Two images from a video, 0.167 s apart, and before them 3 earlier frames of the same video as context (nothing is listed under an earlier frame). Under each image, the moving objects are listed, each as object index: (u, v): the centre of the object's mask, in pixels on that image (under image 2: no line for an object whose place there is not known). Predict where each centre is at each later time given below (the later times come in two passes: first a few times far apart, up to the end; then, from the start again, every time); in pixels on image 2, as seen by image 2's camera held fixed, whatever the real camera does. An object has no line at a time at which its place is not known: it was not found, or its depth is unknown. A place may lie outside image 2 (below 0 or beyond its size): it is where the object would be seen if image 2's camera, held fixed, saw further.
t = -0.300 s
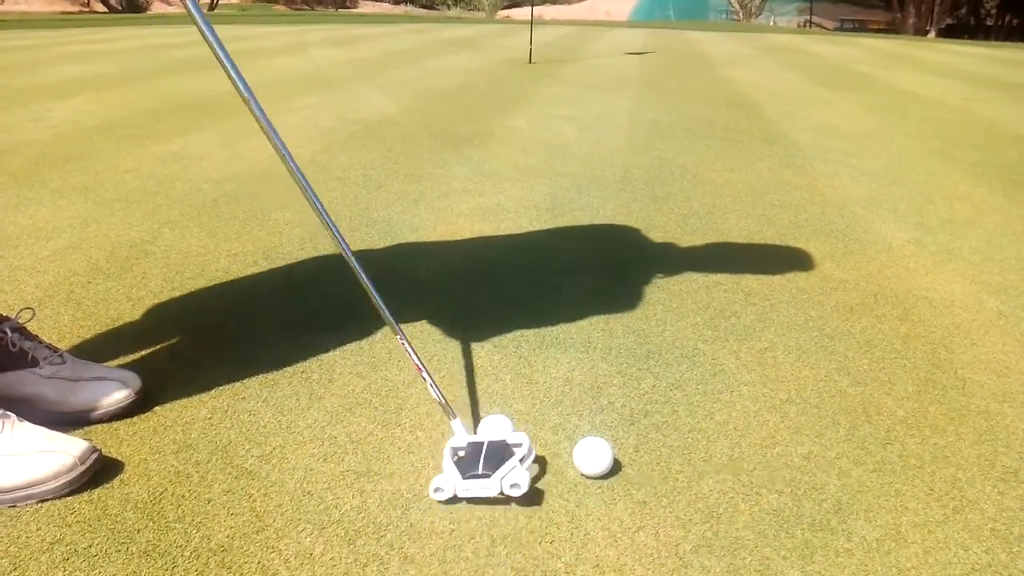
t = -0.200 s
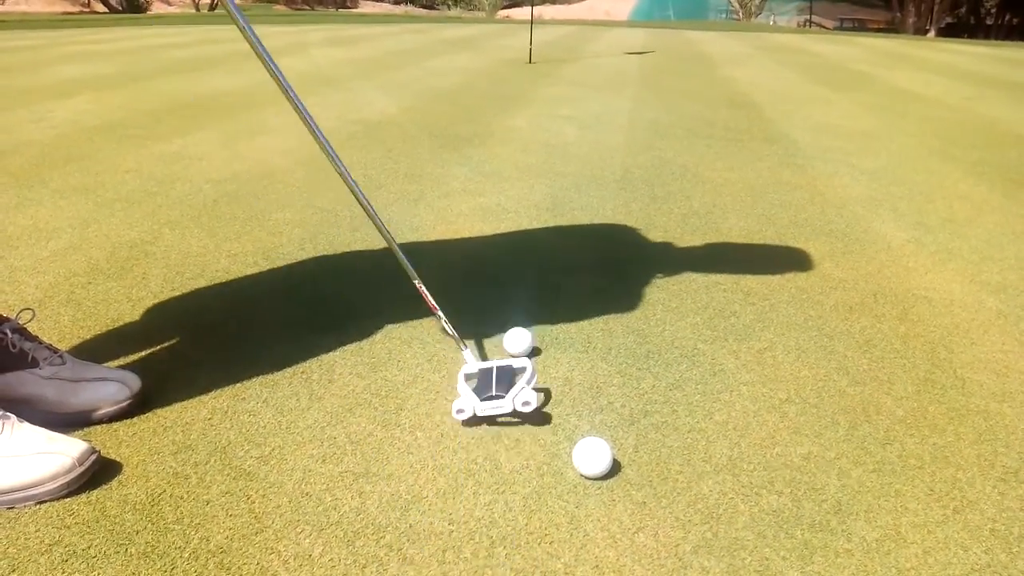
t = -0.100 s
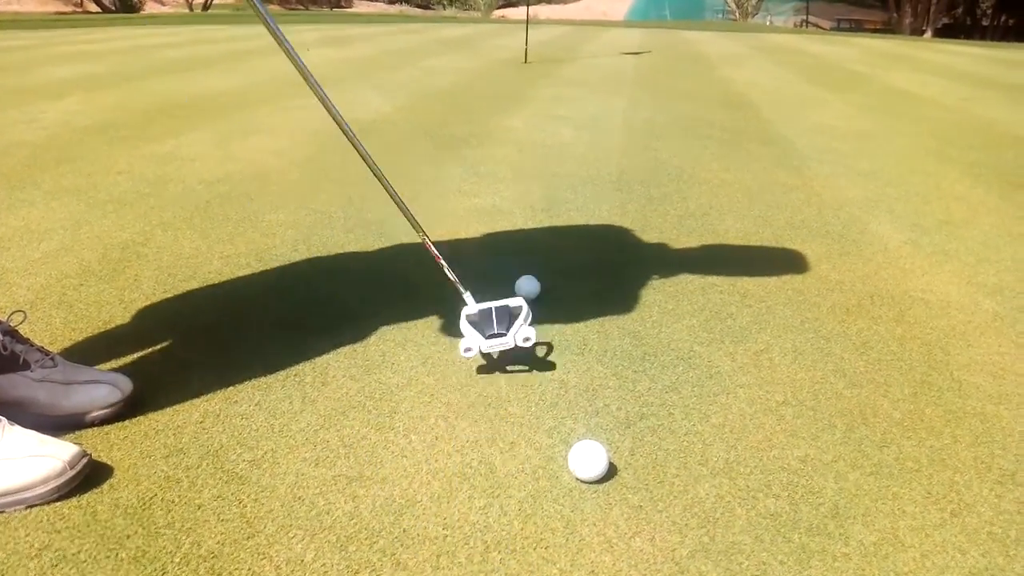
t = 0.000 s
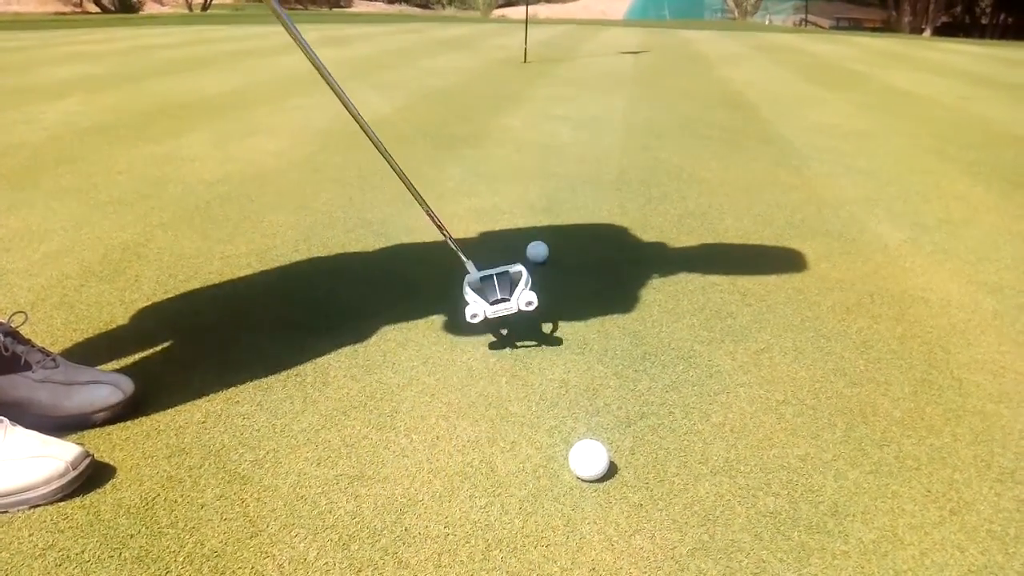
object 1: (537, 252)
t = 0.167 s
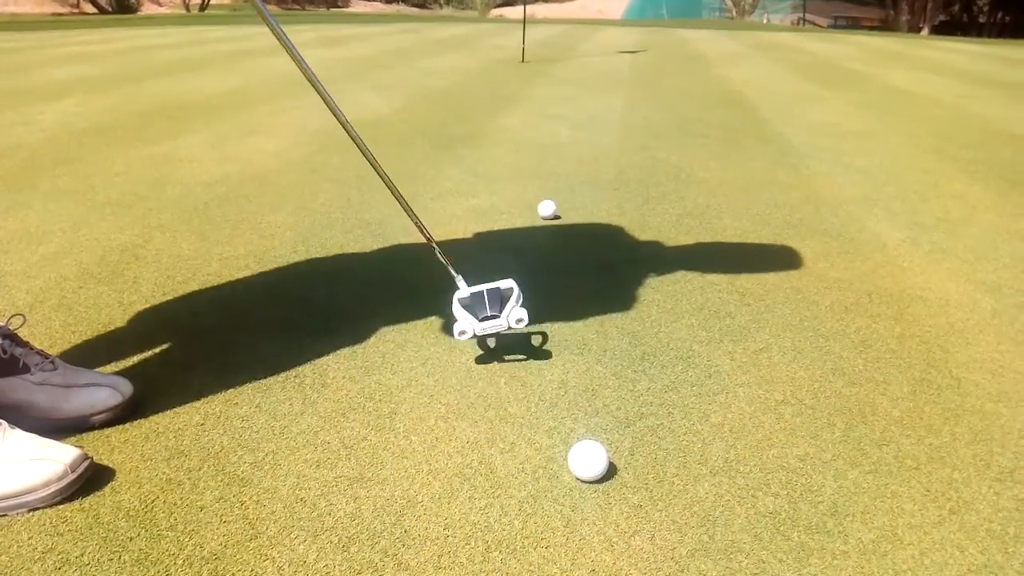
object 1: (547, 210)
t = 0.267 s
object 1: (552, 191)
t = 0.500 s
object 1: (562, 157)
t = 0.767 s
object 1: (570, 132)
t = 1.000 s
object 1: (573, 116)
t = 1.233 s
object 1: (578, 104)
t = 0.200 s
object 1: (549, 203)
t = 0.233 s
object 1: (550, 196)
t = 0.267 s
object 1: (552, 191)
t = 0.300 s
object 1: (554, 185)
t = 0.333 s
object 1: (555, 180)
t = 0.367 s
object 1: (557, 175)
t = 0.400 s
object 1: (558, 170)
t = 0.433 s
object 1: (559, 165)
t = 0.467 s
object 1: (561, 161)
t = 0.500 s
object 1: (562, 157)
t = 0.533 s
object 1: (563, 153)
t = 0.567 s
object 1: (565, 150)
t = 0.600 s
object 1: (565, 146)
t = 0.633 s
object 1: (567, 143)
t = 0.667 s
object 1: (567, 140)
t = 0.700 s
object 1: (568, 137)
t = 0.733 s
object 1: (569, 134)
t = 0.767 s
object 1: (570, 132)
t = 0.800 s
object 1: (571, 129)
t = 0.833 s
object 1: (571, 126)
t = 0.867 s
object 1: (572, 124)
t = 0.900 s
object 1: (572, 122)
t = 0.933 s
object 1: (572, 120)
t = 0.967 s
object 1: (573, 118)
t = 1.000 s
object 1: (573, 116)
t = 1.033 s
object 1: (574, 114)
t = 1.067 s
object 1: (574, 112)
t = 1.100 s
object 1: (575, 110)
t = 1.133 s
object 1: (576, 108)
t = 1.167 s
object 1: (576, 107)
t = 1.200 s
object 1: (577, 106)
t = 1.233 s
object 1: (578, 104)
